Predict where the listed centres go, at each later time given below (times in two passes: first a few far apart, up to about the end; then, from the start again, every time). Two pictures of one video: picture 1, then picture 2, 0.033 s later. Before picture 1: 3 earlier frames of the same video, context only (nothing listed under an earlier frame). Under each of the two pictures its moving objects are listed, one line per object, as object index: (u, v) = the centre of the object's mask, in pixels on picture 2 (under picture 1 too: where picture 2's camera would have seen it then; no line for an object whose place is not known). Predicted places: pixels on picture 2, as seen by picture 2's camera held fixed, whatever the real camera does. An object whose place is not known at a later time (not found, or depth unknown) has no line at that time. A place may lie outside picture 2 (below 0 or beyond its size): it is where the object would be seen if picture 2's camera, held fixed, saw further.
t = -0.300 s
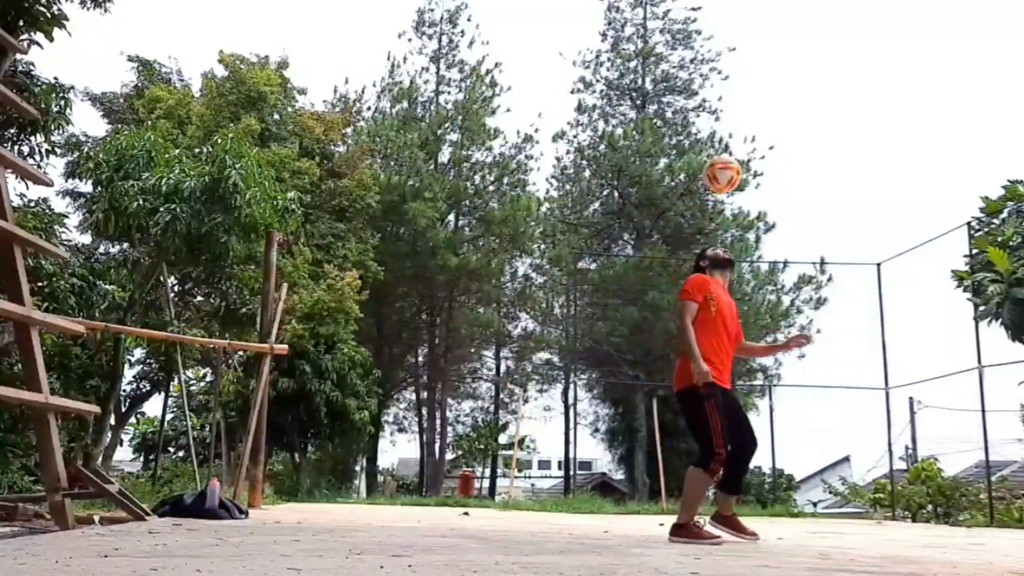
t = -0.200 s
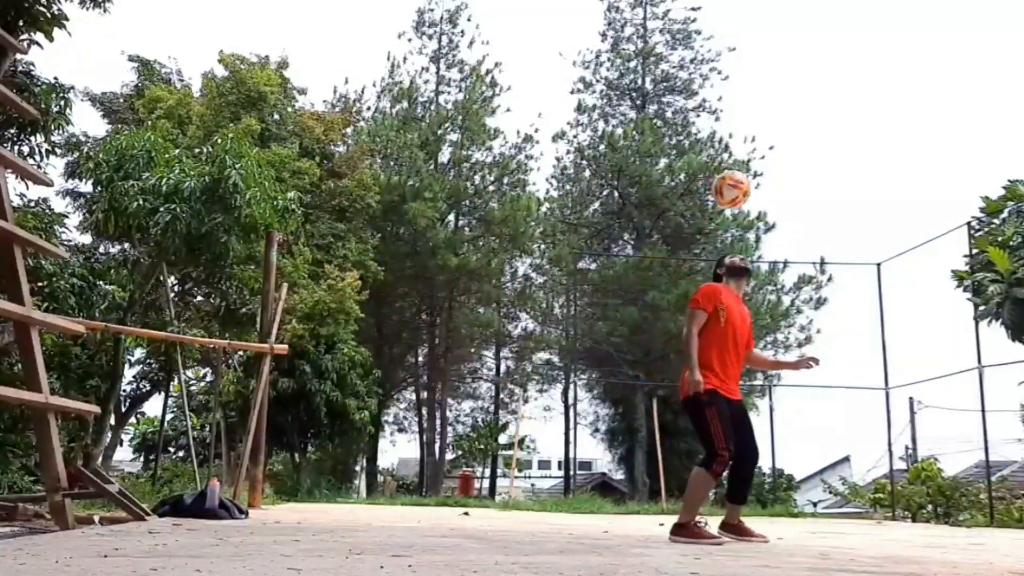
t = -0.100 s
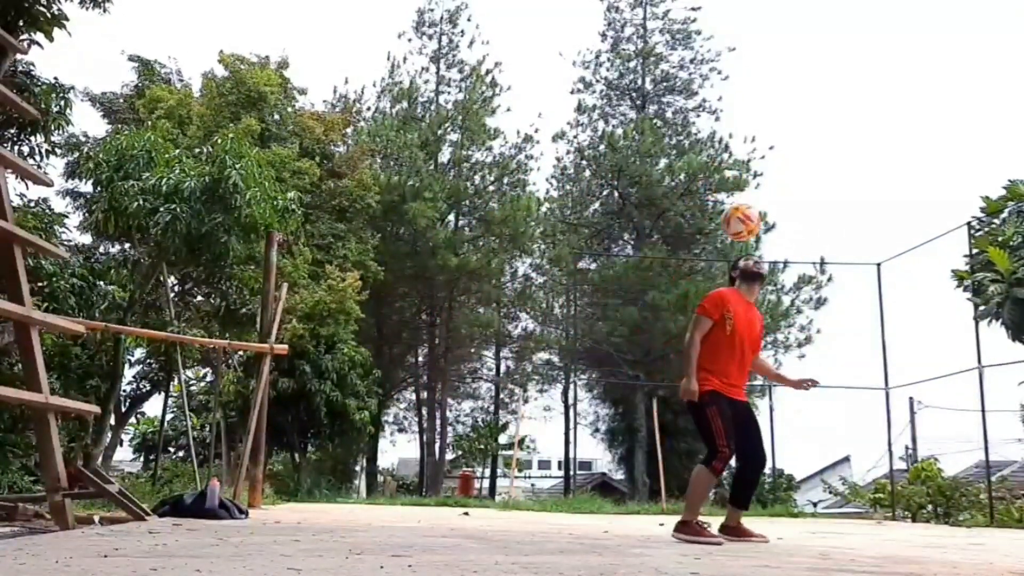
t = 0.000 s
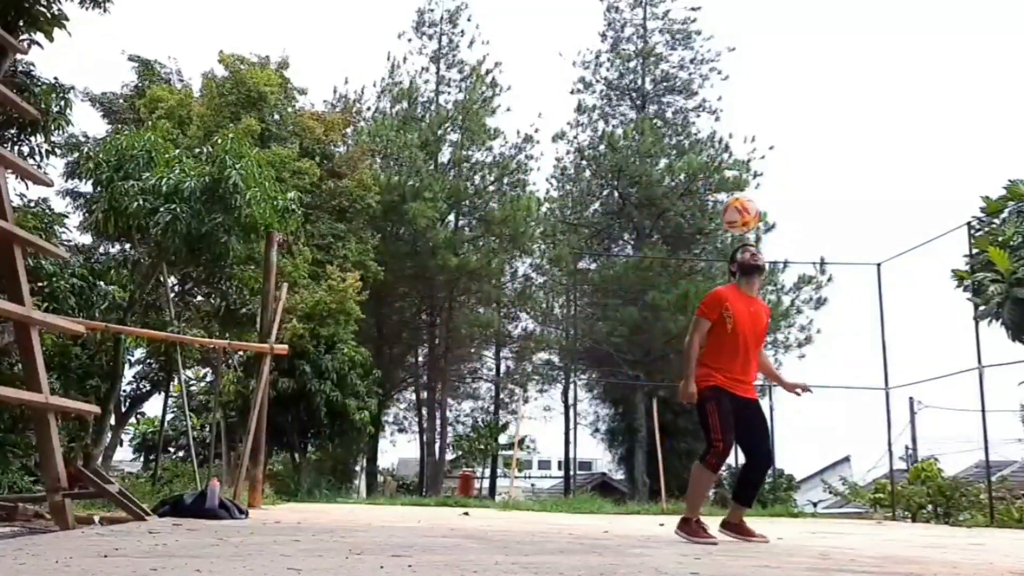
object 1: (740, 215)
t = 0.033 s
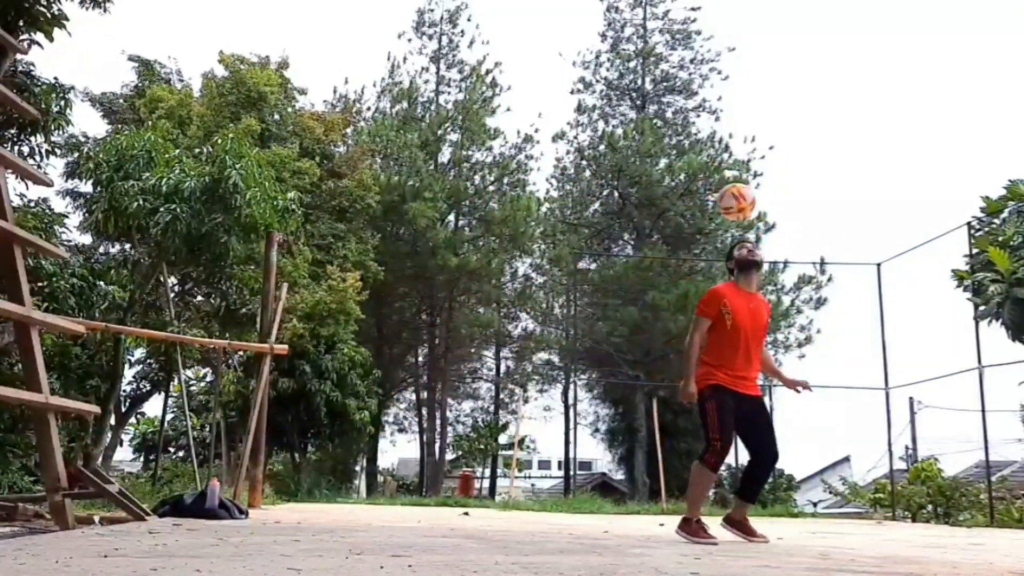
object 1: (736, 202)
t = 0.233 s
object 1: (720, 166)
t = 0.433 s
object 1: (704, 193)
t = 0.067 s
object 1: (733, 190)
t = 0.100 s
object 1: (730, 182)
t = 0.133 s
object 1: (727, 176)
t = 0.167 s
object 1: (725, 171)
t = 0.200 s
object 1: (722, 167)
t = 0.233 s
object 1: (720, 166)
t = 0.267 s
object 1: (717, 165)
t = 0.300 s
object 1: (714, 167)
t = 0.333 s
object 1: (712, 171)
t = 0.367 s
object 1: (709, 176)
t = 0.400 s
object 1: (707, 184)
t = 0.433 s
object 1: (704, 193)
